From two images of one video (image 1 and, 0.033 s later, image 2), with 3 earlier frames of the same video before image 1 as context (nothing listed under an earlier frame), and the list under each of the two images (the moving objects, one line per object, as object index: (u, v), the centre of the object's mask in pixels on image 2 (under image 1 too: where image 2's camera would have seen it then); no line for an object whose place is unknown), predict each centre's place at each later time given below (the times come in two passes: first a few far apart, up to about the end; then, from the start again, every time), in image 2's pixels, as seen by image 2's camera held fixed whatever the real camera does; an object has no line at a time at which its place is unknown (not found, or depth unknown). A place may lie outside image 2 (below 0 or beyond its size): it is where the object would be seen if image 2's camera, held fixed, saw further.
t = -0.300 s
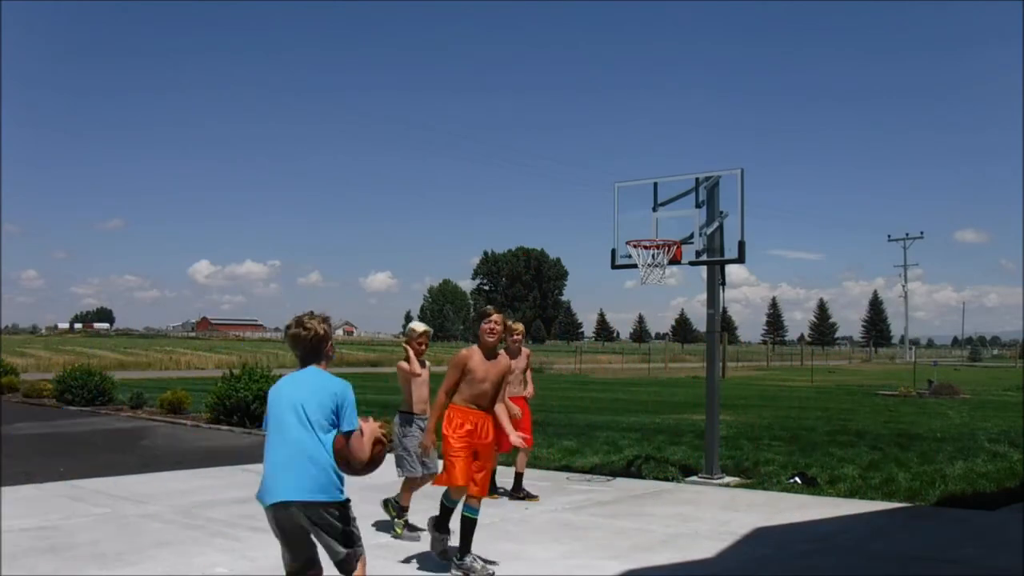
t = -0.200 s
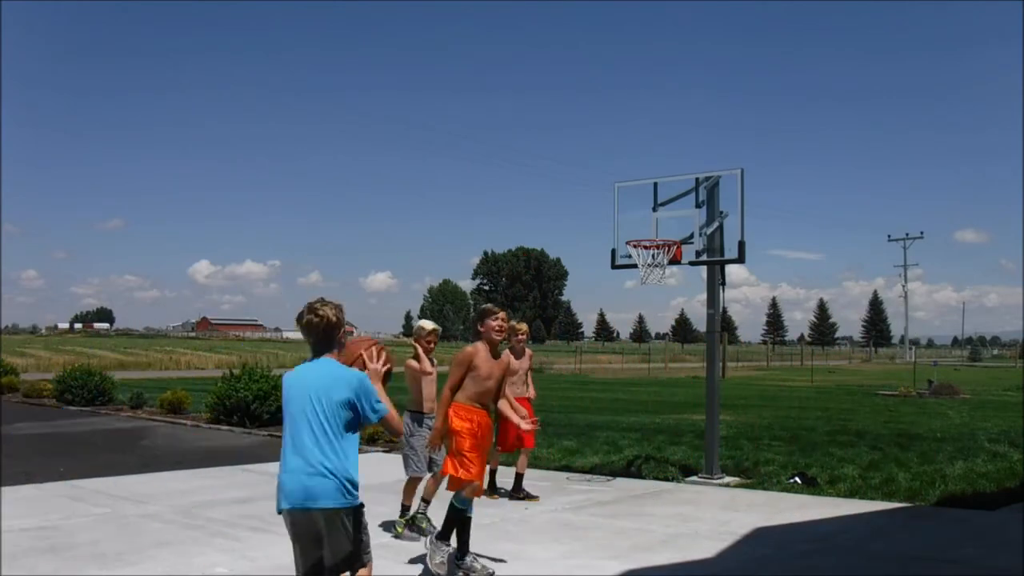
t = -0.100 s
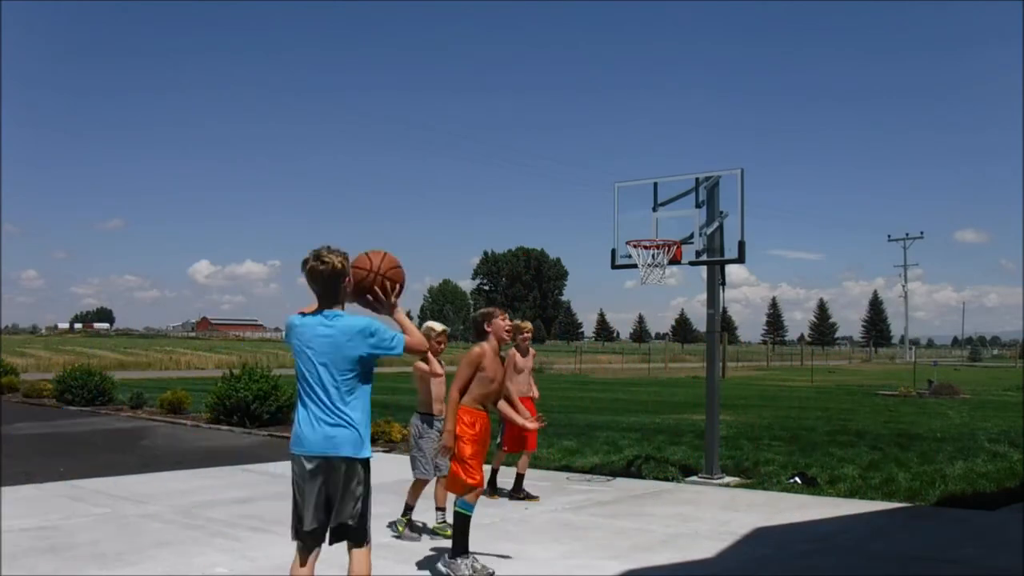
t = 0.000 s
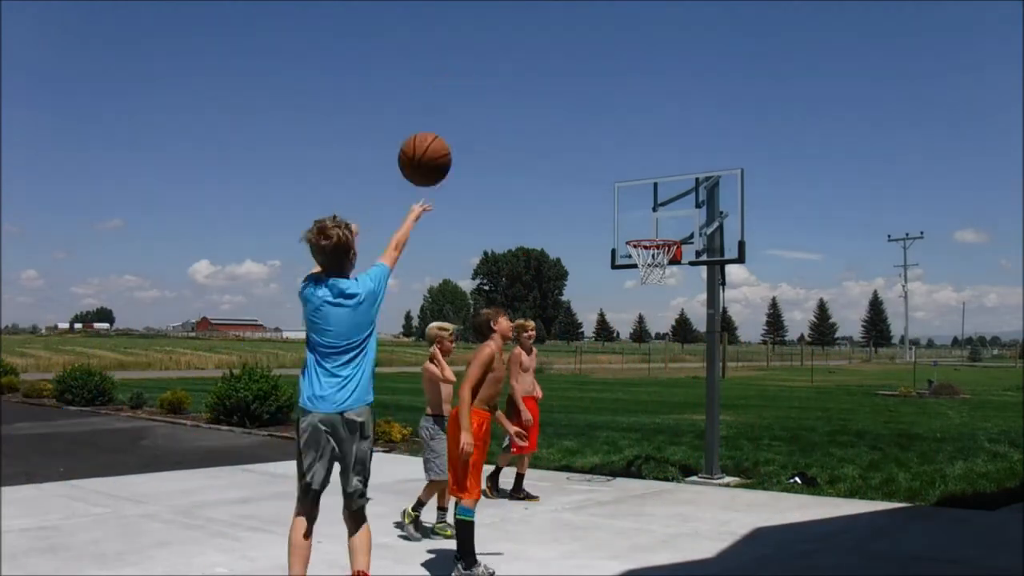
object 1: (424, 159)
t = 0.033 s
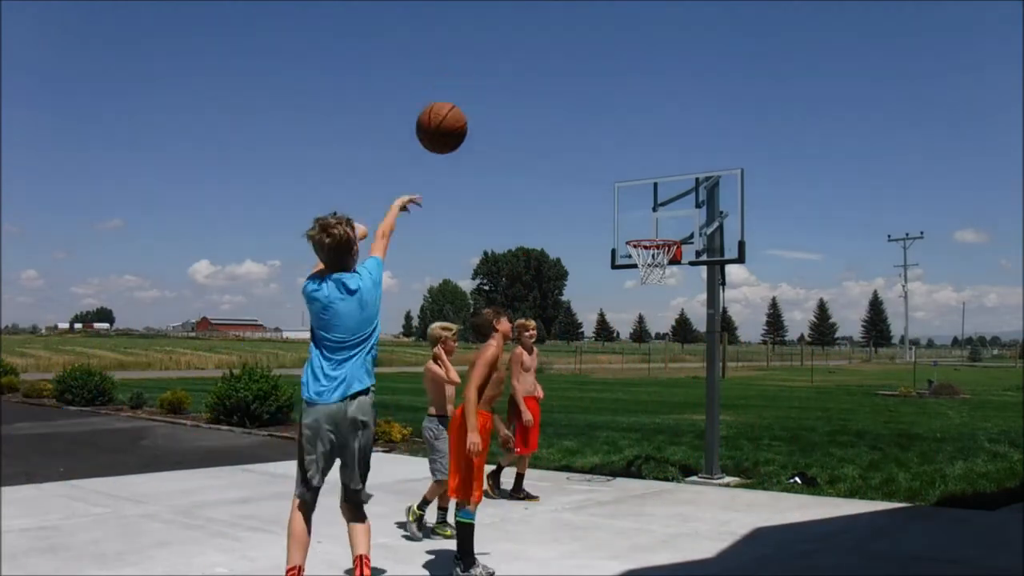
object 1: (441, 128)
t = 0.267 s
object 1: (530, 15)
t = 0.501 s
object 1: (589, 13)
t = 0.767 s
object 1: (636, 88)
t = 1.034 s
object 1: (670, 221)
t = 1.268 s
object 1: (663, 198)
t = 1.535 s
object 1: (620, 212)
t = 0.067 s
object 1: (457, 100)
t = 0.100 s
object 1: (471, 78)
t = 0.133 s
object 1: (485, 58)
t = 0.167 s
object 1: (497, 43)
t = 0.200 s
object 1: (509, 30)
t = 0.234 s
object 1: (520, 20)
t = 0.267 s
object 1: (530, 15)
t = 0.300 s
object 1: (540, 12)
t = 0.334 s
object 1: (549, 10)
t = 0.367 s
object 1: (558, 9)
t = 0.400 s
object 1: (566, 9)
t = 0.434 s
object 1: (574, 10)
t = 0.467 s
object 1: (582, 11)
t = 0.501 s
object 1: (589, 13)
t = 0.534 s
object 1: (596, 17)
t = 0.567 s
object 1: (602, 23)
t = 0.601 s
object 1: (608, 31)
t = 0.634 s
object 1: (614, 41)
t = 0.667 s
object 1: (620, 51)
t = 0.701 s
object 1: (625, 63)
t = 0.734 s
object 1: (631, 75)
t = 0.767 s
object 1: (636, 88)
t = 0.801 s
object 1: (641, 101)
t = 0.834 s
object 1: (645, 116)
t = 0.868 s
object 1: (650, 132)
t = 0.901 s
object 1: (654, 148)
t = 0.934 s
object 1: (659, 165)
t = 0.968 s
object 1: (662, 183)
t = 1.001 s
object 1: (667, 201)
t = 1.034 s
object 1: (670, 221)
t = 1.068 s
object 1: (673, 223)
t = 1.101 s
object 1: (675, 217)
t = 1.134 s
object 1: (676, 213)
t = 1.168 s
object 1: (678, 210)
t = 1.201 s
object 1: (674, 205)
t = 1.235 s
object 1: (669, 200)
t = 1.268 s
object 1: (663, 198)
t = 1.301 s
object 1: (658, 195)
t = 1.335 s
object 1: (653, 194)
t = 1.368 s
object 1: (647, 194)
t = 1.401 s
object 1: (641, 195)
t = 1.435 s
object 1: (636, 197)
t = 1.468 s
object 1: (631, 201)
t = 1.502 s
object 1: (625, 206)
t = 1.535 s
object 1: (620, 212)
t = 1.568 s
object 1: (614, 219)
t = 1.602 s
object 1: (609, 228)
